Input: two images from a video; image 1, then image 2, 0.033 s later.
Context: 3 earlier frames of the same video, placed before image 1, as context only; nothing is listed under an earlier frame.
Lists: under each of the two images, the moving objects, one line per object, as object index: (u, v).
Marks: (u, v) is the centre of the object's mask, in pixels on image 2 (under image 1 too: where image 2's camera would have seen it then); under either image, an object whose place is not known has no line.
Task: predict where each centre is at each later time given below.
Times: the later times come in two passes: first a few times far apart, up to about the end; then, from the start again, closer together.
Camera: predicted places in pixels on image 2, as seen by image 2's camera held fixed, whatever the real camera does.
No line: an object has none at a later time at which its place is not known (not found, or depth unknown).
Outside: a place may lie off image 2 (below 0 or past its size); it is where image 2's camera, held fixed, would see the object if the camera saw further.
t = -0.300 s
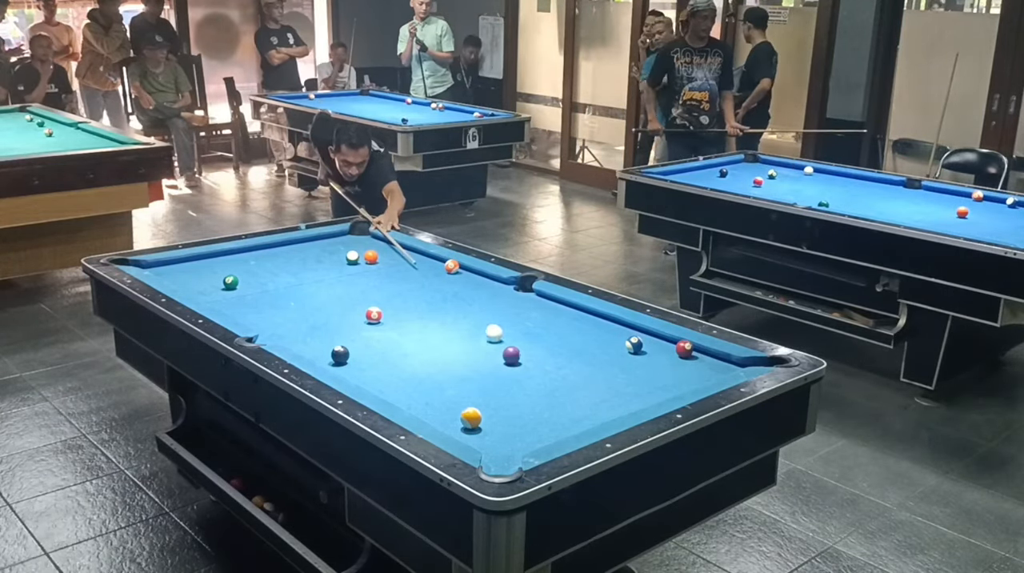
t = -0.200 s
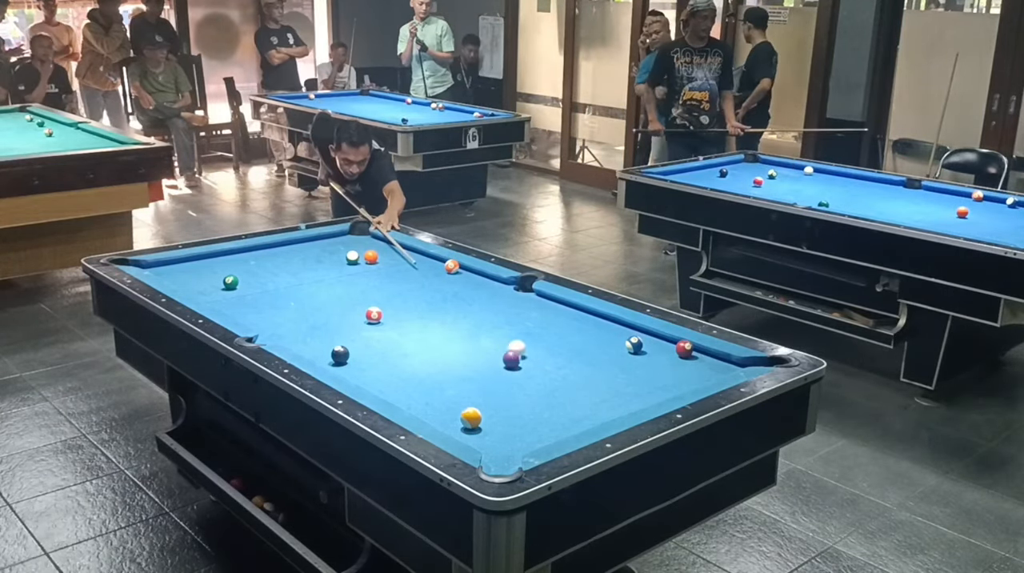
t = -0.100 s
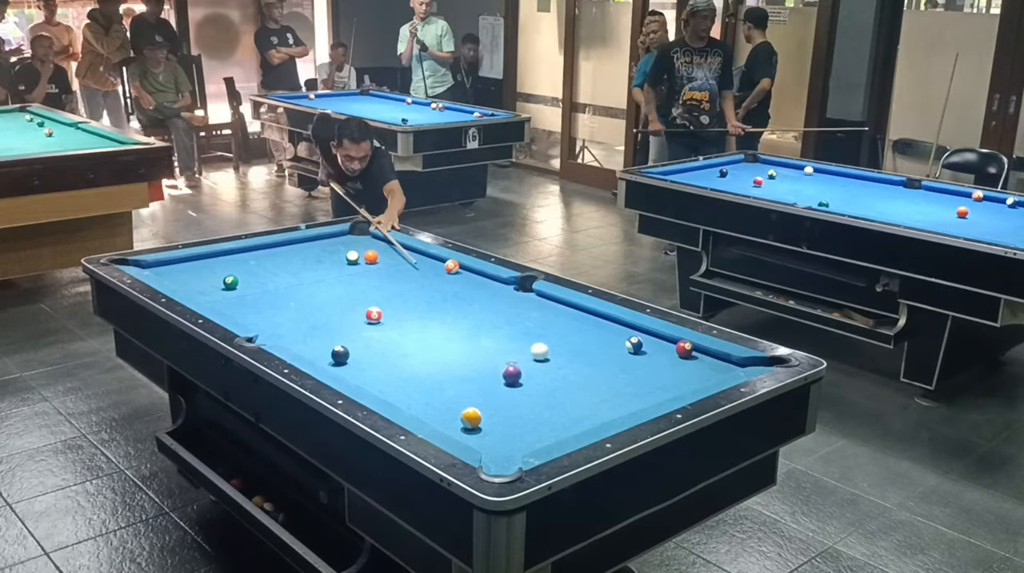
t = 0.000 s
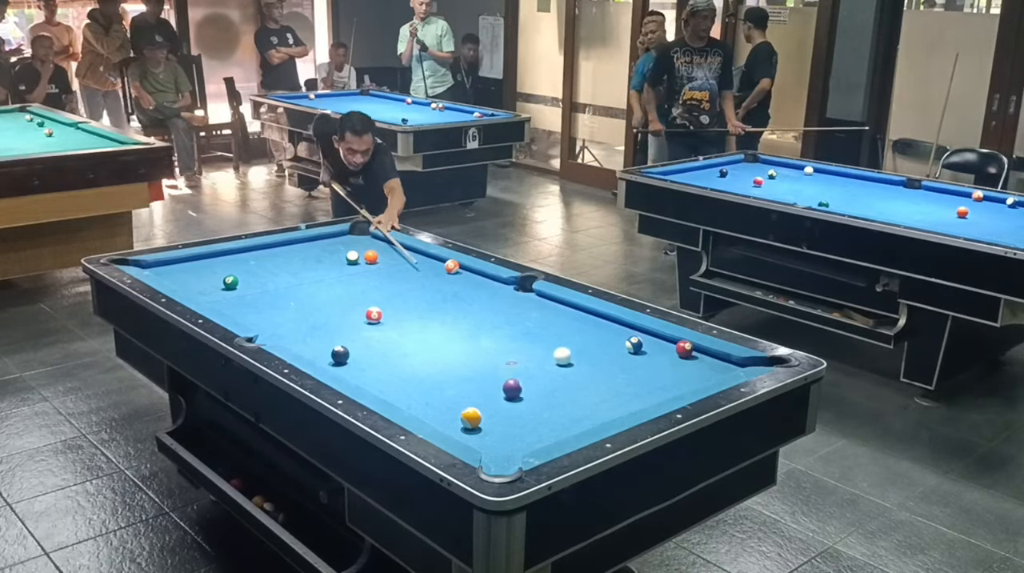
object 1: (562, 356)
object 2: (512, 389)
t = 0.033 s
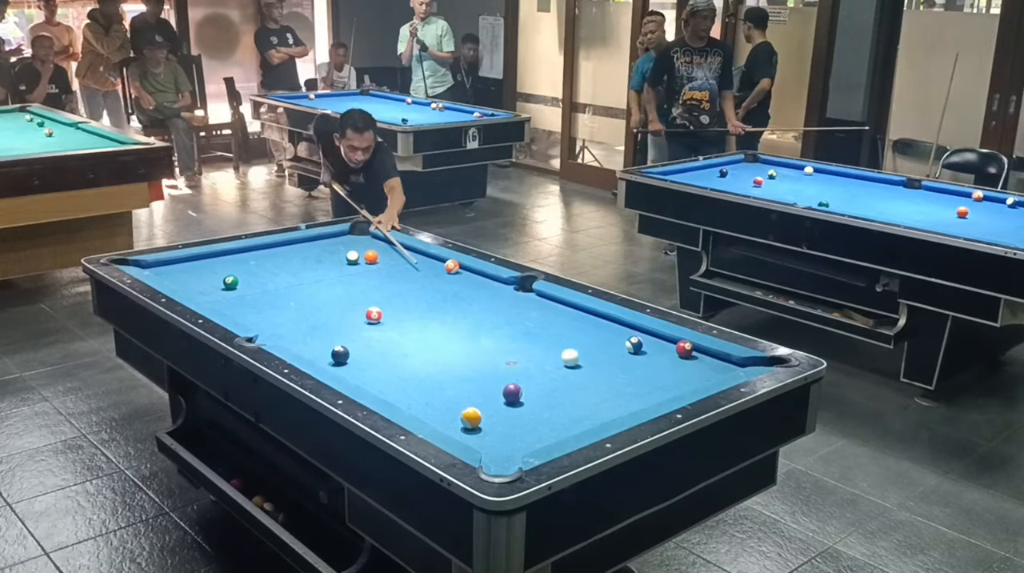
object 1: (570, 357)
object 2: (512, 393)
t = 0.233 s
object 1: (617, 367)
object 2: (513, 424)
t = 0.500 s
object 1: (679, 379)
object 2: (498, 459)
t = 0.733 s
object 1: (693, 376)
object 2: (506, 461)
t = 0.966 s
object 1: (673, 363)
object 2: (494, 458)
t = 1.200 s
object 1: (655, 351)
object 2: (501, 458)
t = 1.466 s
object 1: (652, 342)
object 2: (506, 456)
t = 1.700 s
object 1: (654, 337)
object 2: (508, 455)
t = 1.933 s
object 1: (648, 335)
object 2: (508, 455)
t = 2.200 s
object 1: (637, 335)
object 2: (507, 455)
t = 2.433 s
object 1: (629, 334)
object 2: (506, 454)
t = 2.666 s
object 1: (622, 334)
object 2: (506, 454)
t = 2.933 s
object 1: (617, 334)
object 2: (506, 454)
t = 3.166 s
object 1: (615, 335)
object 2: (506, 455)
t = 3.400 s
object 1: (614, 335)
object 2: (506, 455)
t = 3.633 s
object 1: (614, 335)
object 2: (506, 455)
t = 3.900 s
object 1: (614, 335)
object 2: (506, 455)
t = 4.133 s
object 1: (614, 335)
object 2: (506, 455)
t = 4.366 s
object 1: (614, 335)
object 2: (506, 455)
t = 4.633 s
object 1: (614, 335)
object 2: (506, 455)
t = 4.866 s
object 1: (614, 335)
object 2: (506, 455)
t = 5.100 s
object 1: (614, 335)
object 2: (506, 455)
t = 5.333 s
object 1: (614, 335)
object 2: (506, 455)
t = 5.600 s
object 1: (614, 335)
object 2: (506, 455)
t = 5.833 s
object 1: (614, 335)
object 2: (506, 455)
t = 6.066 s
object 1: (614, 335)
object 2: (506, 455)
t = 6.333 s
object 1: (614, 335)
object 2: (506, 455)
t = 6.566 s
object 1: (614, 335)
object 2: (506, 455)
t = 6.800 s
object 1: (614, 335)
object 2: (506, 455)
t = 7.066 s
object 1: (614, 335)
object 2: (506, 455)
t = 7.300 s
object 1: (614, 335)
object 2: (506, 455)
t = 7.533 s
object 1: (614, 335)
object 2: (506, 455)
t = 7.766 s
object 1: (614, 335)
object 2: (506, 455)
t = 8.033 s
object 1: (614, 335)
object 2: (506, 455)
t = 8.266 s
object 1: (614, 335)
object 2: (506, 455)
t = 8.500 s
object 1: (614, 335)
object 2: (506, 455)
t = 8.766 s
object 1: (614, 335)
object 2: (506, 455)
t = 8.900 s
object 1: (614, 335)
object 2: (506, 455)
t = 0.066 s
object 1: (578, 359)
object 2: (512, 398)
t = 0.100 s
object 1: (585, 360)
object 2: (513, 403)
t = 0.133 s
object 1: (593, 362)
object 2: (513, 408)
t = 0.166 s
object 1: (601, 363)
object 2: (513, 413)
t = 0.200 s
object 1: (609, 365)
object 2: (513, 418)
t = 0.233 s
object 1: (617, 367)
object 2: (513, 424)
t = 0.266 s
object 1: (624, 368)
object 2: (513, 429)
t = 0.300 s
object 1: (632, 370)
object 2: (514, 435)
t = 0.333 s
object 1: (640, 371)
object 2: (514, 441)
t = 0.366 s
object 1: (648, 373)
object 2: (514, 446)
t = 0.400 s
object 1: (656, 374)
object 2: (514, 453)
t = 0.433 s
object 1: (663, 376)
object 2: (513, 458)
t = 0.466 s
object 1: (671, 377)
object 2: (505, 459)
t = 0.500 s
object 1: (679, 379)
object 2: (498, 459)
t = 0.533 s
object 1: (687, 380)
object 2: (493, 461)
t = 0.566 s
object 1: (694, 380)
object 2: (498, 461)
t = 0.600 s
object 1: (701, 380)
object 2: (502, 461)
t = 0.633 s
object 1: (701, 379)
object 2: (506, 461)
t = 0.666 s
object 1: (698, 378)
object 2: (510, 461)
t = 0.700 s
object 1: (695, 377)
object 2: (508, 460)
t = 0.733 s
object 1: (693, 376)
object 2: (506, 461)
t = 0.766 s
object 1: (690, 375)
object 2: (503, 460)
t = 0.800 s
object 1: (687, 372)
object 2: (501, 460)
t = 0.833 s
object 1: (684, 371)
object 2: (499, 459)
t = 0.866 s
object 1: (681, 369)
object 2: (496, 459)
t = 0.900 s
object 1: (678, 367)
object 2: (494, 458)
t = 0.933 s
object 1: (675, 365)
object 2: (493, 458)
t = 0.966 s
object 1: (673, 363)
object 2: (494, 458)
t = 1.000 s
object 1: (670, 361)
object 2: (495, 458)
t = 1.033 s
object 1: (668, 360)
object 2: (496, 458)
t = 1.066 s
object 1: (665, 358)
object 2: (497, 458)
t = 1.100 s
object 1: (662, 356)
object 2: (498, 458)
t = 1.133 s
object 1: (660, 354)
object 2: (499, 458)
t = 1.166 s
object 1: (658, 353)
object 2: (500, 457)
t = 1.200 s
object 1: (655, 351)
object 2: (501, 458)
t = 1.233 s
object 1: (653, 350)
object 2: (502, 457)
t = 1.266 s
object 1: (651, 348)
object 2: (502, 457)
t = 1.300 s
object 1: (650, 347)
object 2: (503, 457)
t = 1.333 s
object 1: (651, 346)
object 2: (504, 457)
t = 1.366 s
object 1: (651, 345)
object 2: (504, 456)
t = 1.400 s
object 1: (651, 344)
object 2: (505, 456)
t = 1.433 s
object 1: (652, 343)
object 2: (505, 456)
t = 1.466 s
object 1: (652, 342)
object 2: (506, 456)
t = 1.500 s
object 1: (652, 342)
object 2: (506, 456)
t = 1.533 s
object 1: (653, 341)
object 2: (506, 456)
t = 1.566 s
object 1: (653, 340)
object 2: (507, 456)
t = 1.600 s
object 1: (653, 339)
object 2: (507, 456)
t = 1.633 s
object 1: (653, 338)
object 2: (507, 455)
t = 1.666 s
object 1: (654, 337)
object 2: (507, 455)
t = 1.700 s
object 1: (654, 337)
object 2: (508, 455)
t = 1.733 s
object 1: (654, 336)
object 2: (508, 455)
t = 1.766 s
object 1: (655, 335)
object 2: (508, 455)
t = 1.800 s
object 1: (654, 335)
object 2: (508, 455)
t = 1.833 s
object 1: (652, 335)
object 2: (508, 455)
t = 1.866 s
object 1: (650, 335)
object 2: (508, 455)
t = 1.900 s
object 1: (649, 335)
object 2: (508, 455)
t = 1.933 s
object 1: (648, 335)
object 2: (508, 455)
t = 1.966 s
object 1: (646, 335)
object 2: (508, 454)
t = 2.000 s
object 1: (645, 335)
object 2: (508, 455)
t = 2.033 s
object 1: (643, 335)
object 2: (508, 455)
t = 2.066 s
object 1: (642, 335)
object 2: (508, 455)
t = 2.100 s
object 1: (641, 335)
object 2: (507, 455)
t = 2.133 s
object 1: (639, 335)
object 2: (507, 455)
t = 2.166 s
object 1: (638, 335)
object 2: (507, 455)
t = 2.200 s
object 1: (637, 335)
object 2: (507, 455)
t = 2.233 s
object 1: (636, 335)
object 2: (507, 455)
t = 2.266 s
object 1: (634, 335)
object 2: (507, 455)
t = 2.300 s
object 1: (633, 334)
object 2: (506, 455)
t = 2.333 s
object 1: (632, 334)
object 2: (506, 455)
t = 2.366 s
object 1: (631, 334)
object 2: (506, 455)
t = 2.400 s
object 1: (630, 334)
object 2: (506, 454)
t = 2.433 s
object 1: (629, 334)
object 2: (506, 454)
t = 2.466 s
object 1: (628, 334)
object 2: (506, 454)
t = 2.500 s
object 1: (627, 334)
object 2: (506, 454)
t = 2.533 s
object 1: (626, 334)
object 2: (506, 454)
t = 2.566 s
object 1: (625, 334)
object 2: (506, 455)
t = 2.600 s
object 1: (624, 334)
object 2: (506, 454)
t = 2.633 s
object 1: (623, 334)
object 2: (506, 454)
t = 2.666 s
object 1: (622, 334)
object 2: (506, 454)
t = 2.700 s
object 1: (622, 334)
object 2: (506, 454)
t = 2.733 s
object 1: (621, 334)
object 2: (506, 454)
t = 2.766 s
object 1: (620, 334)
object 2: (506, 454)
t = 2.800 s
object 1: (619, 334)
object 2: (506, 455)
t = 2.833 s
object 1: (619, 334)
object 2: (506, 454)
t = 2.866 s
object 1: (618, 334)
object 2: (506, 454)
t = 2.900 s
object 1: (617, 334)
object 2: (506, 454)
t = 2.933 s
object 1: (617, 334)
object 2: (506, 454)
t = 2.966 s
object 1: (616, 334)
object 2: (506, 455)
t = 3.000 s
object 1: (616, 334)
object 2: (506, 455)
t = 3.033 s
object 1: (616, 334)
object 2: (506, 454)
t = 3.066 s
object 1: (615, 334)
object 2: (506, 455)
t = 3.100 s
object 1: (615, 335)
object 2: (506, 454)
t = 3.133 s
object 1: (615, 335)
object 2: (506, 455)
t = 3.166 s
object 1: (615, 335)
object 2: (506, 455)
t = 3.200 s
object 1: (614, 335)
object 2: (506, 455)
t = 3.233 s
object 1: (614, 335)
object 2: (506, 455)
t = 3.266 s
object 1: (614, 335)
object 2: (506, 455)
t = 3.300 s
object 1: (614, 335)
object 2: (506, 455)
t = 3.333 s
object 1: (614, 335)
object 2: (506, 455)
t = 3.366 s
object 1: (614, 335)
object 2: (506, 455)
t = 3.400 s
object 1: (614, 335)
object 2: (506, 455)
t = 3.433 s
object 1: (614, 335)
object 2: (506, 455)
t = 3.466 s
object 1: (614, 335)
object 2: (506, 455)
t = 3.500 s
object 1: (614, 335)
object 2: (506, 455)
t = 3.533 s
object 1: (614, 335)
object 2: (506, 455)
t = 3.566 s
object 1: (614, 335)
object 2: (506, 455)
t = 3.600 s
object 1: (614, 335)
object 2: (506, 455)
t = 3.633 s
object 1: (614, 335)
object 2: (506, 455)
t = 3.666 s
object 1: (614, 335)
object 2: (506, 455)
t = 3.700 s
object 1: (614, 335)
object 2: (506, 455)
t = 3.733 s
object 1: (614, 335)
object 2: (506, 455)
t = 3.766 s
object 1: (614, 335)
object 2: (506, 455)
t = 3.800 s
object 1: (614, 335)
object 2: (506, 455)
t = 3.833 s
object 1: (614, 335)
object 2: (506, 455)
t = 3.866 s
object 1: (614, 335)
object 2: (506, 455)
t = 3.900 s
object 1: (614, 335)
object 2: (506, 455)
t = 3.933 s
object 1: (614, 335)
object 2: (506, 455)
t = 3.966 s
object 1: (614, 335)
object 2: (506, 455)
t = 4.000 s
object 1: (614, 335)
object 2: (506, 455)
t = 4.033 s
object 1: (614, 335)
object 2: (506, 455)
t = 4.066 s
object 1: (614, 335)
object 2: (506, 455)
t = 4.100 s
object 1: (614, 335)
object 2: (506, 455)
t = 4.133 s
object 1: (614, 335)
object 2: (506, 455)
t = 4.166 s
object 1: (614, 335)
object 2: (506, 455)
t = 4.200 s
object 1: (614, 335)
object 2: (506, 455)
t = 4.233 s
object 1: (614, 335)
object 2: (506, 455)
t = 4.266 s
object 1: (614, 335)
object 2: (506, 455)
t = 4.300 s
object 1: (614, 335)
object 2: (506, 455)
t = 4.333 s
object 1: (614, 335)
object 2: (506, 455)
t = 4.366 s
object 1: (614, 335)
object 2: (506, 455)
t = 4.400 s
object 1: (614, 335)
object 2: (506, 455)
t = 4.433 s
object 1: (614, 335)
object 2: (506, 455)
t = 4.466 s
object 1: (614, 335)
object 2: (506, 455)
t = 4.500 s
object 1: (614, 335)
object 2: (506, 455)
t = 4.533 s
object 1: (614, 335)
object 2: (506, 455)
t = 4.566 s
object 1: (614, 335)
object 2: (506, 455)
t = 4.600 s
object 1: (614, 335)
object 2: (506, 455)
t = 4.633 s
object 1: (614, 335)
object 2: (506, 455)
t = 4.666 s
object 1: (614, 335)
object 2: (506, 455)
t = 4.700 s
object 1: (614, 335)
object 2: (506, 455)
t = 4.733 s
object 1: (614, 335)
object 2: (506, 455)
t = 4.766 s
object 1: (614, 335)
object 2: (506, 455)
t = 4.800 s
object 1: (614, 335)
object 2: (506, 455)
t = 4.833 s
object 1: (614, 335)
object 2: (506, 455)
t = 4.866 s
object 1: (614, 335)
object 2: (506, 455)
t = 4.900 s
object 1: (614, 335)
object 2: (506, 455)
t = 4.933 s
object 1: (614, 335)
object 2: (506, 455)
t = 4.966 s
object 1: (614, 335)
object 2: (506, 455)
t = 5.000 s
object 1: (614, 335)
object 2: (506, 455)
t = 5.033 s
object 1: (614, 335)
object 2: (506, 455)
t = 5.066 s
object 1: (614, 335)
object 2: (506, 455)
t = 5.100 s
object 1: (614, 335)
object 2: (506, 455)
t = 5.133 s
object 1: (614, 335)
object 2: (506, 455)
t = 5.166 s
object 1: (614, 335)
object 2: (506, 455)
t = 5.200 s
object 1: (614, 335)
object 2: (506, 455)
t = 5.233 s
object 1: (614, 335)
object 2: (506, 455)
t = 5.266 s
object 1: (614, 335)
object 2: (506, 455)
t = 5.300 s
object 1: (614, 335)
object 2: (506, 455)
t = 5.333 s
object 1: (614, 335)
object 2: (506, 455)
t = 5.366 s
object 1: (614, 335)
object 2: (506, 455)
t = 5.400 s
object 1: (614, 335)
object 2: (506, 455)
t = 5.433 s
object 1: (614, 335)
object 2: (506, 455)
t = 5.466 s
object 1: (614, 335)
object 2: (506, 455)
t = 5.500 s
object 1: (614, 335)
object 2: (506, 455)
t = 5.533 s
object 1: (614, 335)
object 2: (506, 455)
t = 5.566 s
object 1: (614, 335)
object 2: (506, 455)
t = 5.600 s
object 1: (614, 335)
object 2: (506, 455)
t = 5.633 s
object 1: (614, 335)
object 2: (506, 455)
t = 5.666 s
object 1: (614, 335)
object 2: (506, 455)
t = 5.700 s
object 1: (614, 335)
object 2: (506, 455)
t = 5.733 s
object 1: (614, 335)
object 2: (506, 455)
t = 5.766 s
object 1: (614, 335)
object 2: (506, 455)
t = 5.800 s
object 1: (614, 335)
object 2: (506, 455)
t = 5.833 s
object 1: (614, 335)
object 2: (506, 455)
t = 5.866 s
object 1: (614, 335)
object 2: (506, 455)
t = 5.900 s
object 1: (614, 335)
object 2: (506, 455)
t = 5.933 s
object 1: (614, 335)
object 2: (506, 455)
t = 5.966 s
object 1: (614, 335)
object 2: (506, 455)
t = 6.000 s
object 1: (614, 335)
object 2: (506, 455)
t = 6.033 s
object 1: (614, 335)
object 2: (506, 455)
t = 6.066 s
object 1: (614, 335)
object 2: (506, 455)
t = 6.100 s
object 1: (614, 335)
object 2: (506, 455)
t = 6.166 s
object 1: (614, 335)
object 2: (506, 455)
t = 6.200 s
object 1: (614, 335)
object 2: (506, 455)
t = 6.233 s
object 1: (614, 335)
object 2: (506, 455)
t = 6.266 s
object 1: (614, 335)
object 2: (506, 455)
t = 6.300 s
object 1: (614, 335)
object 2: (506, 455)
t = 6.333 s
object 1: (614, 335)
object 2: (506, 455)
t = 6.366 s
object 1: (614, 335)
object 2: (506, 455)
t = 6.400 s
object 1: (614, 335)
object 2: (506, 455)
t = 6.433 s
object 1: (614, 335)
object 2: (506, 455)
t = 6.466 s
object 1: (614, 335)
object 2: (506, 455)
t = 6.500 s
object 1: (614, 335)
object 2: (506, 455)
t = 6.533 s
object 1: (614, 335)
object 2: (506, 455)
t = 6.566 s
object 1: (614, 335)
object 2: (506, 455)
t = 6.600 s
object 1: (614, 335)
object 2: (506, 455)
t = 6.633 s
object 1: (614, 335)
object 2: (506, 455)
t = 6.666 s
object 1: (614, 335)
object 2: (506, 455)
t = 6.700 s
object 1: (614, 335)
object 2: (506, 455)
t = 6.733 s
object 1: (614, 335)
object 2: (506, 455)
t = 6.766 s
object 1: (614, 335)
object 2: (506, 455)
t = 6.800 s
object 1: (614, 335)
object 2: (506, 455)
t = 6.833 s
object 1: (614, 335)
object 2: (506, 455)
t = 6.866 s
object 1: (614, 335)
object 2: (506, 455)
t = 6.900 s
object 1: (614, 335)
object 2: (506, 455)
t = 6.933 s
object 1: (614, 335)
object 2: (506, 455)
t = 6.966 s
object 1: (614, 335)
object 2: (506, 455)
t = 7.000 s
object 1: (614, 335)
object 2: (506, 455)
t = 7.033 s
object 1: (614, 335)
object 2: (506, 455)
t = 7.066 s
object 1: (614, 335)
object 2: (506, 455)
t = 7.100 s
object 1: (614, 335)
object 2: (506, 455)
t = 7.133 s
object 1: (614, 335)
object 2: (506, 455)
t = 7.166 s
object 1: (614, 335)
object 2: (506, 455)
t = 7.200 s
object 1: (614, 335)
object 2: (506, 455)
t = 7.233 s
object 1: (614, 335)
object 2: (506, 455)
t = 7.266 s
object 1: (614, 335)
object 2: (506, 455)
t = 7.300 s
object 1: (614, 335)
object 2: (506, 455)
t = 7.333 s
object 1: (614, 335)
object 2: (506, 455)
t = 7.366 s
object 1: (614, 335)
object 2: (506, 455)
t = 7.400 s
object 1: (614, 335)
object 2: (506, 455)
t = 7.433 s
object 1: (614, 335)
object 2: (506, 455)
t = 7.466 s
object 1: (614, 335)
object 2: (506, 455)
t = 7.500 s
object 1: (614, 335)
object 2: (506, 455)
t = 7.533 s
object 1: (614, 335)
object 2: (506, 455)
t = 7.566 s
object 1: (614, 335)
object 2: (506, 455)
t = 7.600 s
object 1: (614, 335)
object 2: (506, 455)
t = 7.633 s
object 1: (614, 335)
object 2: (506, 455)
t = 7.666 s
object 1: (614, 335)
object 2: (506, 455)
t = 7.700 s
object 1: (614, 335)
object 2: (506, 454)
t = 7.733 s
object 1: (614, 335)
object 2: (506, 455)
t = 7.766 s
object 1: (614, 335)
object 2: (506, 455)
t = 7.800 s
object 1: (614, 335)
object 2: (506, 455)
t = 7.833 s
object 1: (614, 335)
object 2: (506, 455)
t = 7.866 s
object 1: (614, 335)
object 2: (506, 455)
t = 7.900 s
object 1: (614, 335)
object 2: (506, 455)
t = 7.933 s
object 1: (614, 335)
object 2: (506, 455)
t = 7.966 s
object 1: (614, 335)
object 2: (506, 455)
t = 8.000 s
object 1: (614, 335)
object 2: (506, 455)
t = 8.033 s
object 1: (614, 335)
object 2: (506, 455)
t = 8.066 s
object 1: (614, 335)
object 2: (506, 455)
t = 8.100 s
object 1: (614, 335)
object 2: (506, 455)
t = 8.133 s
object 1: (614, 335)
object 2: (506, 455)
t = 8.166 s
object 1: (614, 335)
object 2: (506, 455)
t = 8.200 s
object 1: (614, 335)
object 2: (506, 455)
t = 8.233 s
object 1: (614, 335)
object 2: (506, 455)
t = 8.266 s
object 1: (614, 335)
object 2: (506, 455)
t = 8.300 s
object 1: (614, 335)
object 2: (506, 455)
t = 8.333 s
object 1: (614, 335)
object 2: (506, 455)
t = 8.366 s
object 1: (614, 335)
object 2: (506, 455)
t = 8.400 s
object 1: (614, 335)
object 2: (506, 455)
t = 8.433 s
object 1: (614, 335)
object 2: (506, 455)
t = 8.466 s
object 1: (614, 335)
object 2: (506, 455)
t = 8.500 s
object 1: (614, 335)
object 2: (506, 455)
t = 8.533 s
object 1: (614, 335)
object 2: (506, 455)
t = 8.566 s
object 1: (614, 335)
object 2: (506, 455)
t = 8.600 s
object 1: (614, 335)
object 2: (506, 455)
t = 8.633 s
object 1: (614, 335)
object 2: (506, 455)
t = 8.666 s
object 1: (614, 335)
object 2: (506, 455)
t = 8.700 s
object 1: (614, 335)
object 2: (506, 455)
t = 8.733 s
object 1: (614, 335)
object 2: (506, 455)
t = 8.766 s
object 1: (614, 335)
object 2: (506, 455)
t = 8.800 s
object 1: (614, 335)
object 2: (506, 455)
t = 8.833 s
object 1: (614, 335)
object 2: (506, 455)
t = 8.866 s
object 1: (614, 335)
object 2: (506, 455)
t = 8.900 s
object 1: (614, 335)
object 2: (506, 455)
